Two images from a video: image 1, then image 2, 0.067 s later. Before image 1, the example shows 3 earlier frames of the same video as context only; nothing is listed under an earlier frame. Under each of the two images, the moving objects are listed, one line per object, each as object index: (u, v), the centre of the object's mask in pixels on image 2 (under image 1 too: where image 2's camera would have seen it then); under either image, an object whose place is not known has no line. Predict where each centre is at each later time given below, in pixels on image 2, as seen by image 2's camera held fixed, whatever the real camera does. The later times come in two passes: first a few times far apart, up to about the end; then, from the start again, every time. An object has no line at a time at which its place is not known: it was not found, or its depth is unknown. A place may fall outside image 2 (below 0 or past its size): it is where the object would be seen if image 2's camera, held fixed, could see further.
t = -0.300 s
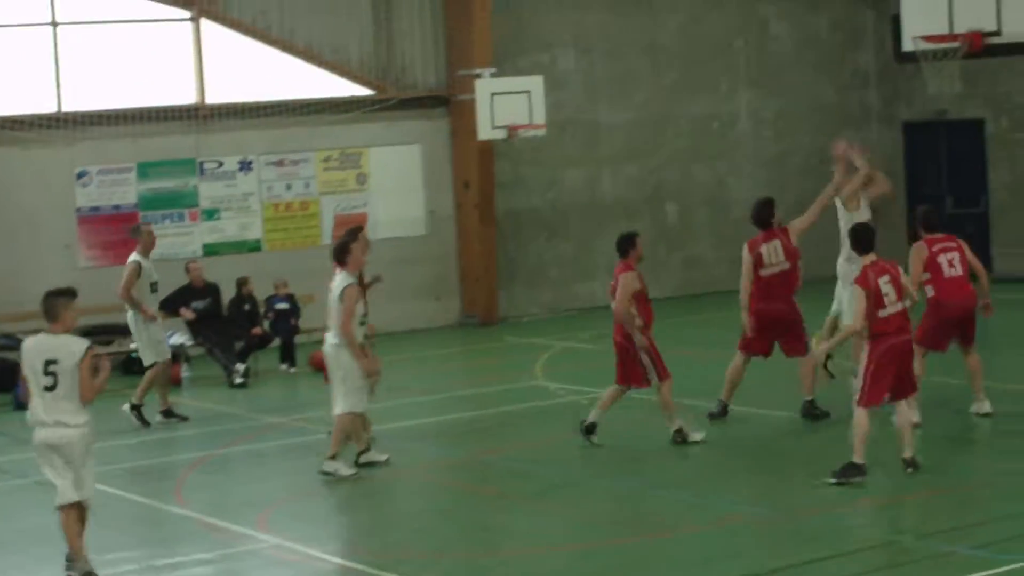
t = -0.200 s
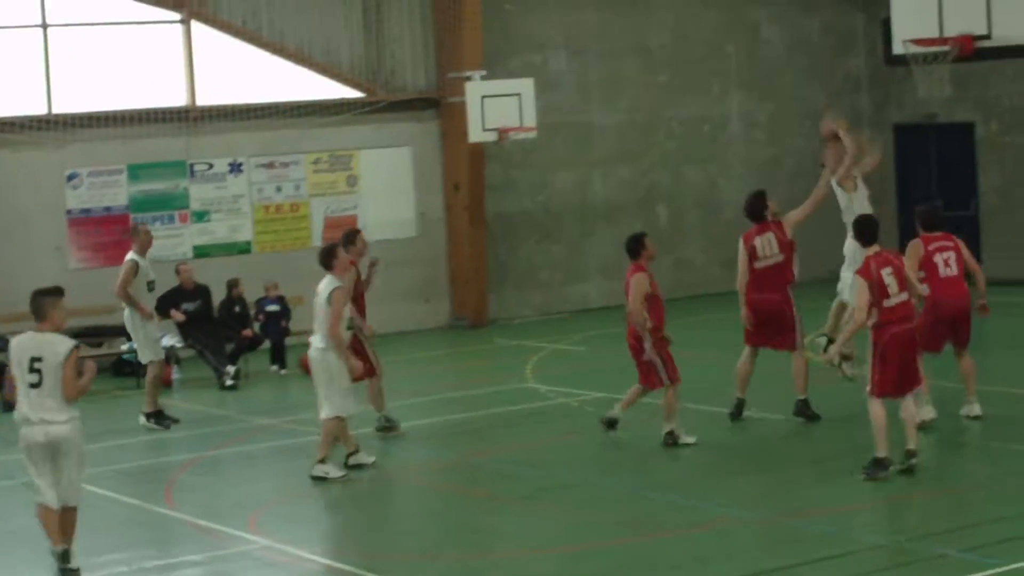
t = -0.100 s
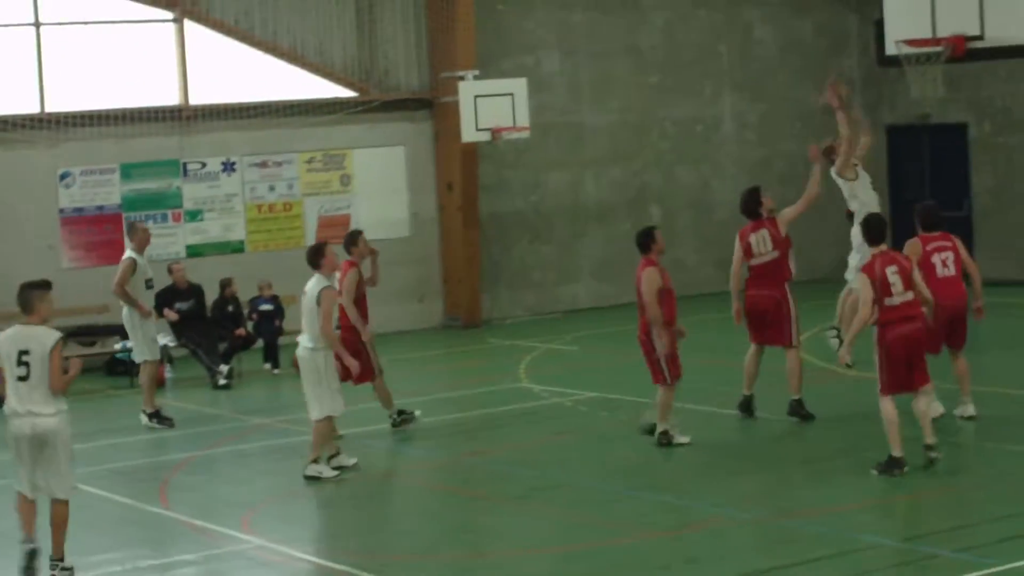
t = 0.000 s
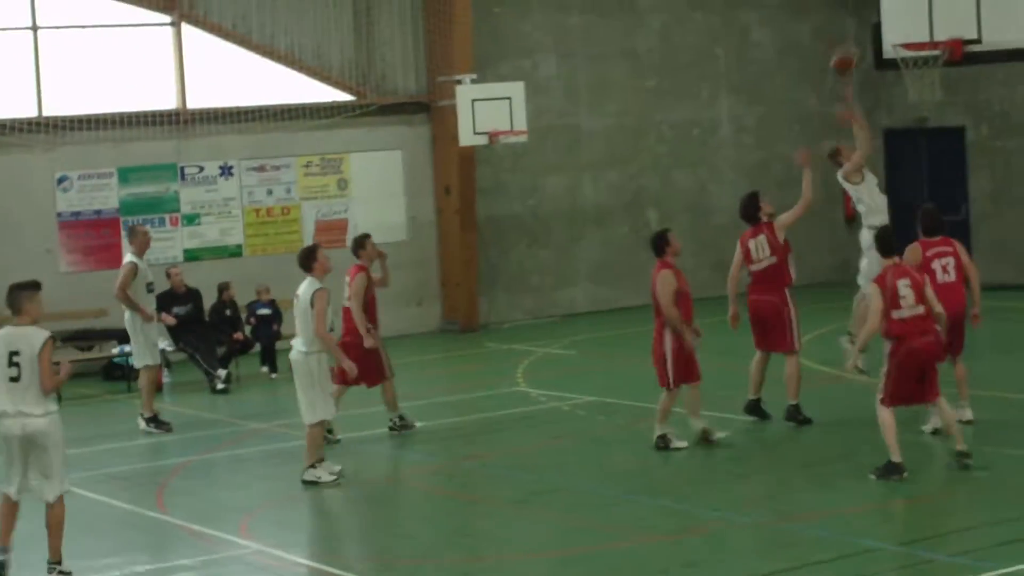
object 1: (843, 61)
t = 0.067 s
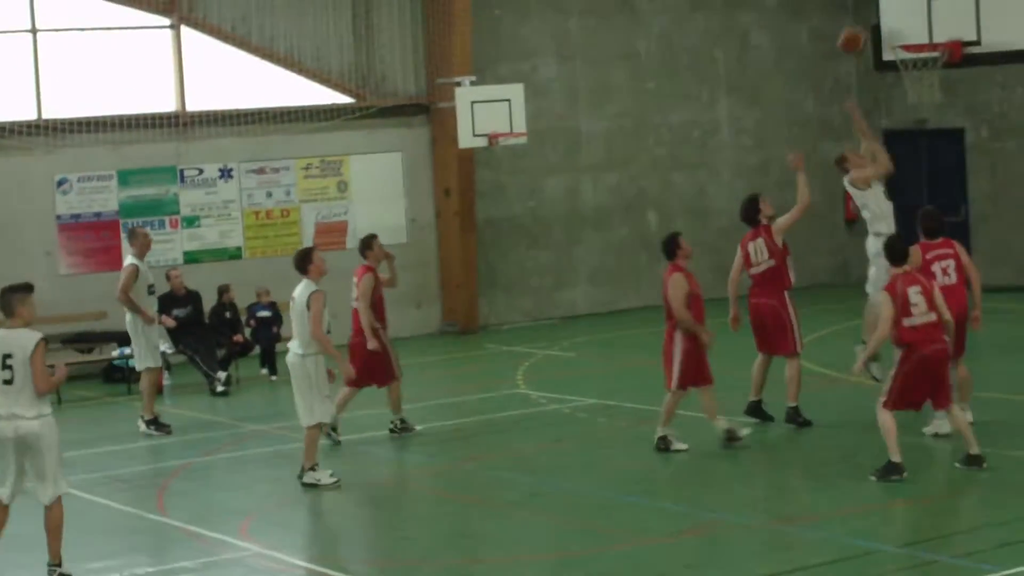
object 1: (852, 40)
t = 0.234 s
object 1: (875, 9)
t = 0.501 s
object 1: (918, 26)
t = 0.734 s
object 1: (939, 7)
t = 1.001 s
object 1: (944, 22)
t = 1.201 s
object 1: (939, 21)
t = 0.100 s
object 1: (857, 30)
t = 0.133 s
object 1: (861, 23)
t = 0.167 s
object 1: (866, 17)
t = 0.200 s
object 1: (871, 11)
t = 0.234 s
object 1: (875, 9)
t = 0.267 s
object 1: (880, 8)
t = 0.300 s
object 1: (886, 7)
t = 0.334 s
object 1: (890, 7)
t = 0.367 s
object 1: (896, 8)
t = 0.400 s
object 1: (901, 9)
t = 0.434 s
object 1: (907, 13)
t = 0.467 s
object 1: (913, 19)
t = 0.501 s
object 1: (918, 26)
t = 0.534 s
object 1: (922, 28)
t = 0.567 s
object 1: (926, 22)
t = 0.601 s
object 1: (928, 17)
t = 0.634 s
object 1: (930, 11)
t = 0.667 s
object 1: (933, 9)
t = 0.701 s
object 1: (936, 7)
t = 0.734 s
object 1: (939, 7)
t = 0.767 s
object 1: (942, 6)
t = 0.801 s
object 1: (942, 7)
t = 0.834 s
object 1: (943, 8)
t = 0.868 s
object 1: (944, 13)
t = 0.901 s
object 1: (944, 18)
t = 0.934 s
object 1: (944, 25)
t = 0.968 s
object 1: (945, 26)
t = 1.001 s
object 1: (944, 22)
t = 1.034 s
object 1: (943, 18)
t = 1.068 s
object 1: (942, 16)
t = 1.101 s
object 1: (941, 15)
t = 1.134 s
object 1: (941, 15)
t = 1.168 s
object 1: (941, 17)
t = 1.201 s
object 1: (939, 21)
